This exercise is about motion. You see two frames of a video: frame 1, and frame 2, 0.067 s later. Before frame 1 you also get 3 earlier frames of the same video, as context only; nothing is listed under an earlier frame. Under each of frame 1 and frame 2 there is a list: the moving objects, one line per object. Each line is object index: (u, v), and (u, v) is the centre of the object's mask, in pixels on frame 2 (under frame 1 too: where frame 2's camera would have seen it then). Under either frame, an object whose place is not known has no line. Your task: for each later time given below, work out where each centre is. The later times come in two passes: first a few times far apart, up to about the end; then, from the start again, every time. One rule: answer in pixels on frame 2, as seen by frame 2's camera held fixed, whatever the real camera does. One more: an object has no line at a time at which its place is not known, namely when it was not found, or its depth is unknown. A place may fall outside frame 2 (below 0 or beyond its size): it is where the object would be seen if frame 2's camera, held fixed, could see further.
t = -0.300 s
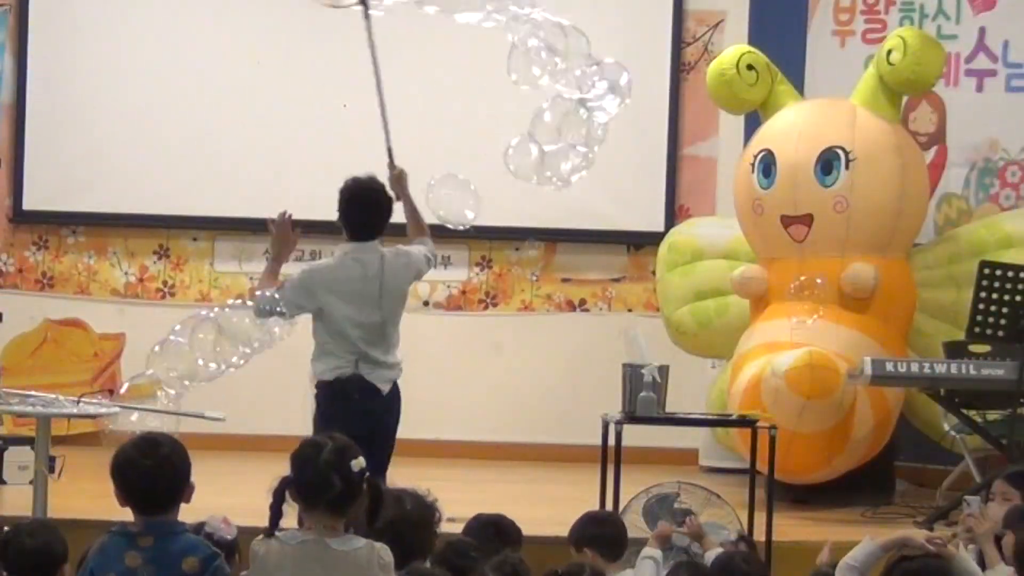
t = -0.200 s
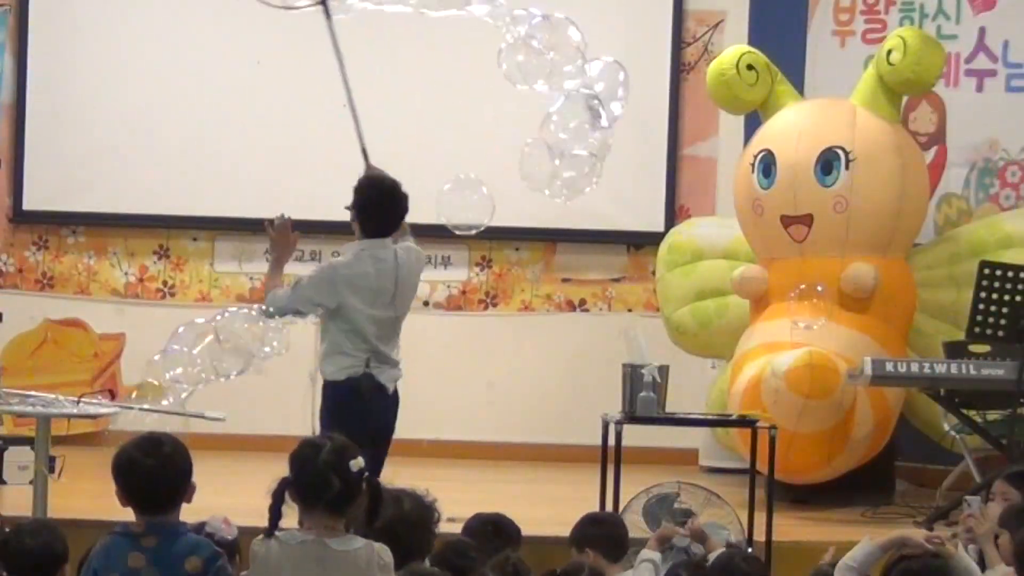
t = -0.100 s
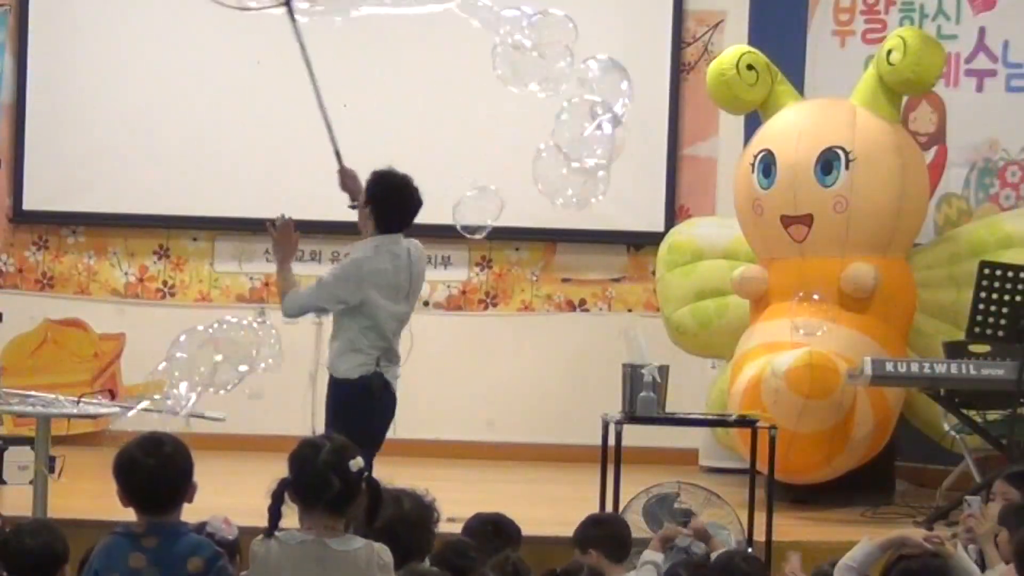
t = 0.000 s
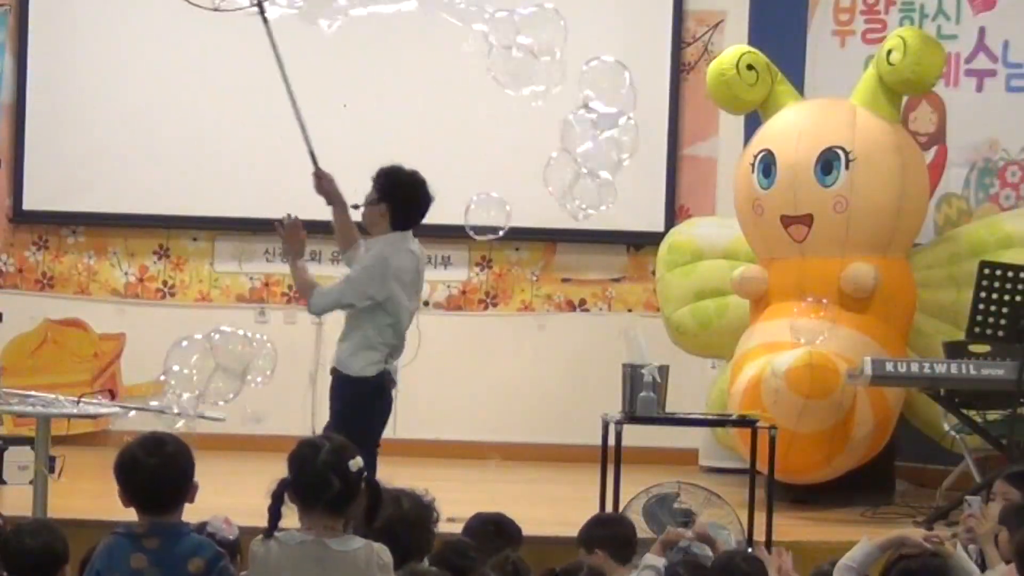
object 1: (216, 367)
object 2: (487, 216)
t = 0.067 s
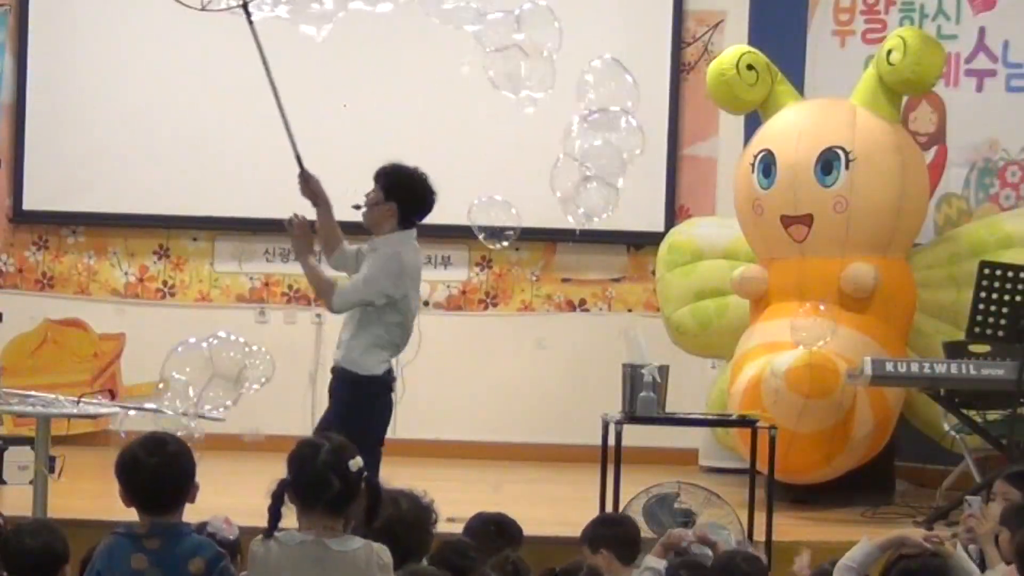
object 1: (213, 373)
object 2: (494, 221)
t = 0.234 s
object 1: (202, 393)
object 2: (509, 235)
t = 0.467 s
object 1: (196, 420)
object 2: (523, 258)
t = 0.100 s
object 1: (212, 376)
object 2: (498, 224)
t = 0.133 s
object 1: (211, 379)
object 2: (500, 227)
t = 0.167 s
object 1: (210, 381)
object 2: (503, 231)
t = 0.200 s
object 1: (206, 388)
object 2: (506, 232)
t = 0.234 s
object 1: (202, 393)
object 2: (509, 235)
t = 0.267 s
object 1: (201, 397)
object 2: (512, 239)
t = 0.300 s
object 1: (200, 401)
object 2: (514, 243)
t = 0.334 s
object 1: (198, 405)
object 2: (515, 246)
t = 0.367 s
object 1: (199, 408)
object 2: (519, 249)
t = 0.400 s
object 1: (198, 412)
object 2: (520, 251)
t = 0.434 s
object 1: (197, 416)
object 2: (522, 255)
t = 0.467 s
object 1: (196, 420)
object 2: (523, 258)
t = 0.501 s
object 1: (194, 423)
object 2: (526, 261)
